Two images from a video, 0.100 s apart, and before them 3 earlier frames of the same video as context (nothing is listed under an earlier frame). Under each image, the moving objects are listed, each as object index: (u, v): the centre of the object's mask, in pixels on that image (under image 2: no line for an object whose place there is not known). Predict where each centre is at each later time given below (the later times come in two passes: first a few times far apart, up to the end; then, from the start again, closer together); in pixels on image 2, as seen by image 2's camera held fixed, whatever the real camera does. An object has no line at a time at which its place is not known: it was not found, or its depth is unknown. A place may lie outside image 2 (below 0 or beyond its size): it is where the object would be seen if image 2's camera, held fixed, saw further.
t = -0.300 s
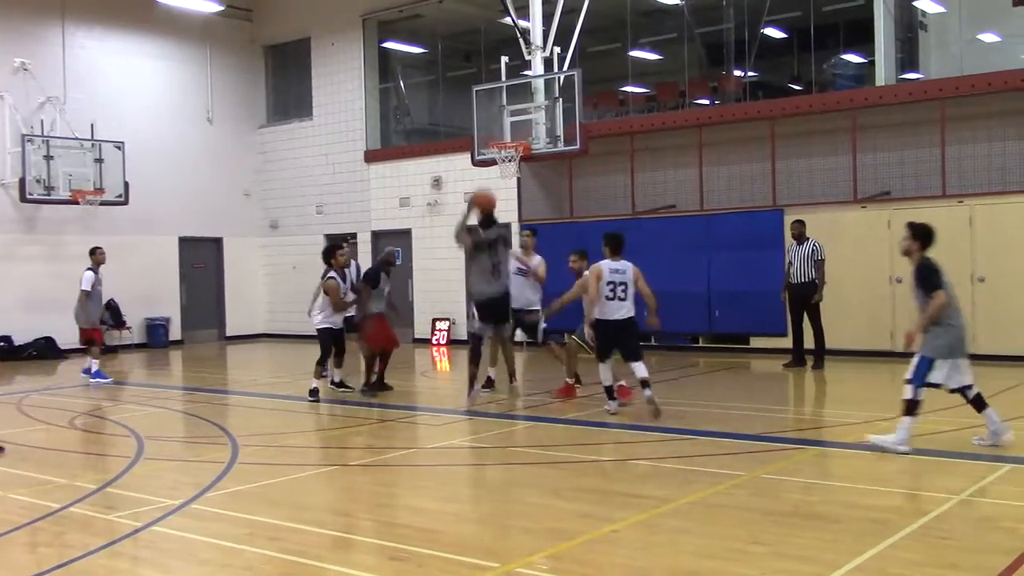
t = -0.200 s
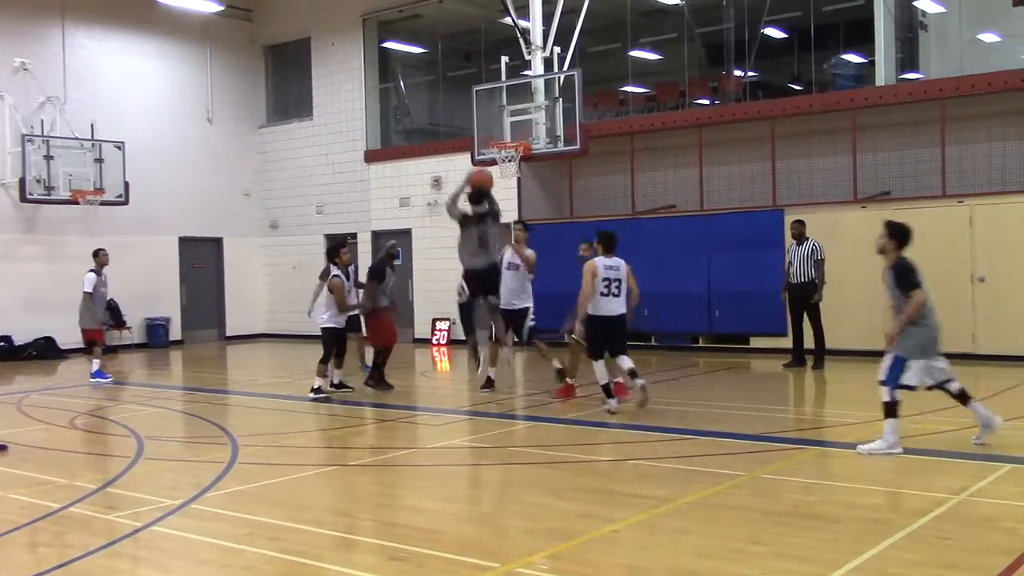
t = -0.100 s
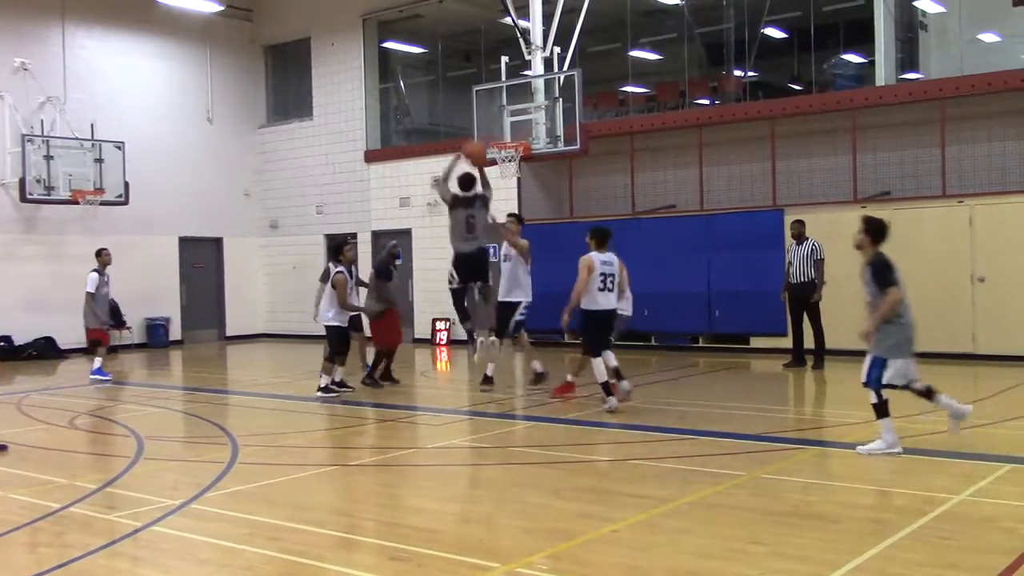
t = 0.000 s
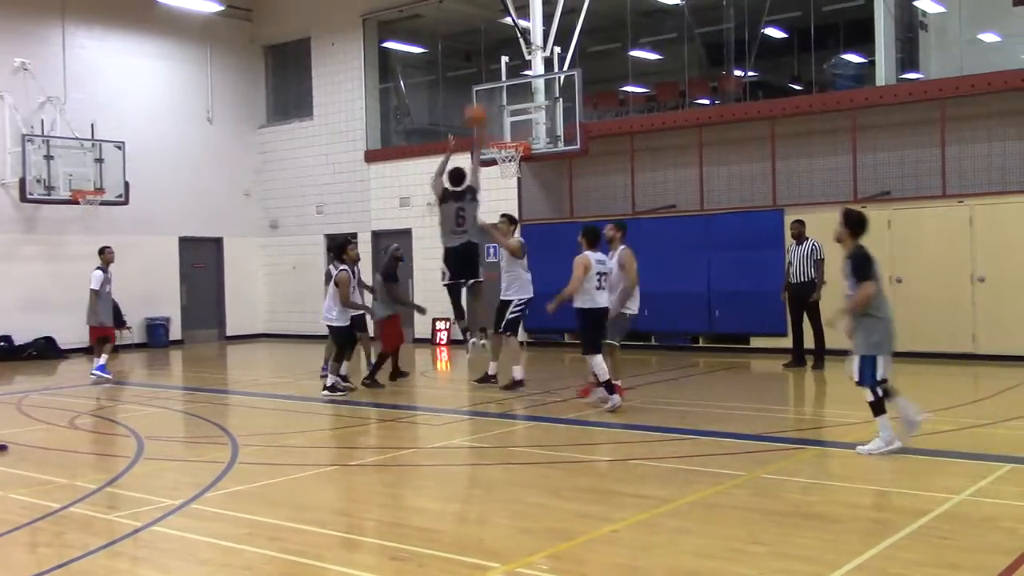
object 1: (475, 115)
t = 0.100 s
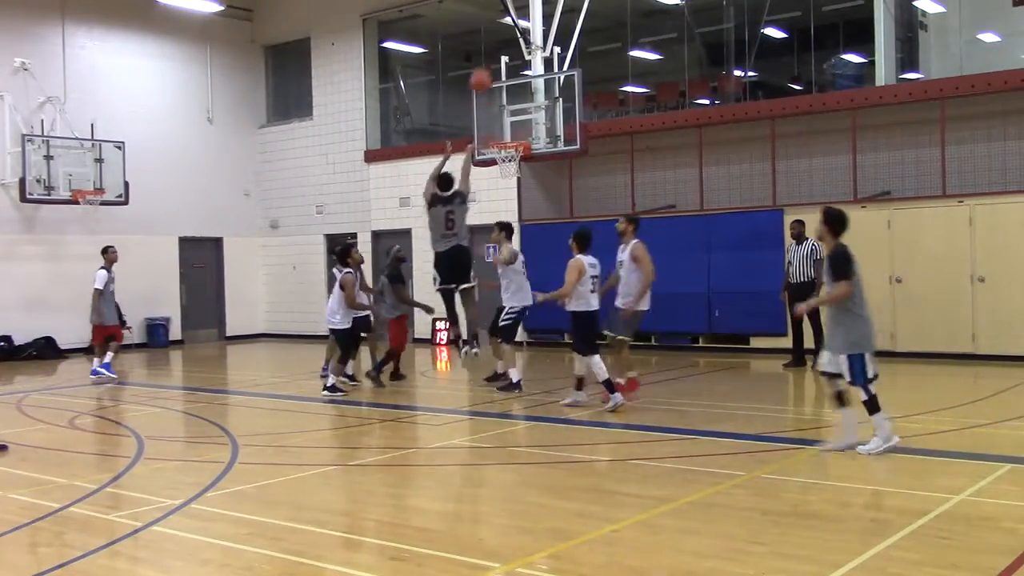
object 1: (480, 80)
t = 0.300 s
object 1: (490, 46)
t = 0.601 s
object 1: (502, 58)
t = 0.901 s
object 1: (517, 133)
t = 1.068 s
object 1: (515, 139)
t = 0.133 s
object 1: (482, 71)
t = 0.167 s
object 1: (484, 65)
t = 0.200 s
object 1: (485, 59)
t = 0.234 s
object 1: (487, 53)
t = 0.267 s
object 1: (488, 50)
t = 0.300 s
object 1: (490, 46)
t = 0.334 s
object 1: (492, 45)
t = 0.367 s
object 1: (493, 44)
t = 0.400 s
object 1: (494, 44)
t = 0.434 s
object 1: (495, 44)
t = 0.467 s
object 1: (497, 45)
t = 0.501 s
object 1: (498, 47)
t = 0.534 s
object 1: (500, 50)
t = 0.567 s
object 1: (501, 54)
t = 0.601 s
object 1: (502, 58)
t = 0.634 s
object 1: (503, 64)
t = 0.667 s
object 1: (504, 70)
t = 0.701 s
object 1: (507, 78)
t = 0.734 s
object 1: (507, 84)
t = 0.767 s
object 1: (509, 95)
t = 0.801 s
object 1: (510, 105)
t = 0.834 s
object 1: (512, 113)
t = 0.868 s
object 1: (515, 124)
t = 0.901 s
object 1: (517, 133)
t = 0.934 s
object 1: (512, 137)
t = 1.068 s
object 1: (515, 139)
